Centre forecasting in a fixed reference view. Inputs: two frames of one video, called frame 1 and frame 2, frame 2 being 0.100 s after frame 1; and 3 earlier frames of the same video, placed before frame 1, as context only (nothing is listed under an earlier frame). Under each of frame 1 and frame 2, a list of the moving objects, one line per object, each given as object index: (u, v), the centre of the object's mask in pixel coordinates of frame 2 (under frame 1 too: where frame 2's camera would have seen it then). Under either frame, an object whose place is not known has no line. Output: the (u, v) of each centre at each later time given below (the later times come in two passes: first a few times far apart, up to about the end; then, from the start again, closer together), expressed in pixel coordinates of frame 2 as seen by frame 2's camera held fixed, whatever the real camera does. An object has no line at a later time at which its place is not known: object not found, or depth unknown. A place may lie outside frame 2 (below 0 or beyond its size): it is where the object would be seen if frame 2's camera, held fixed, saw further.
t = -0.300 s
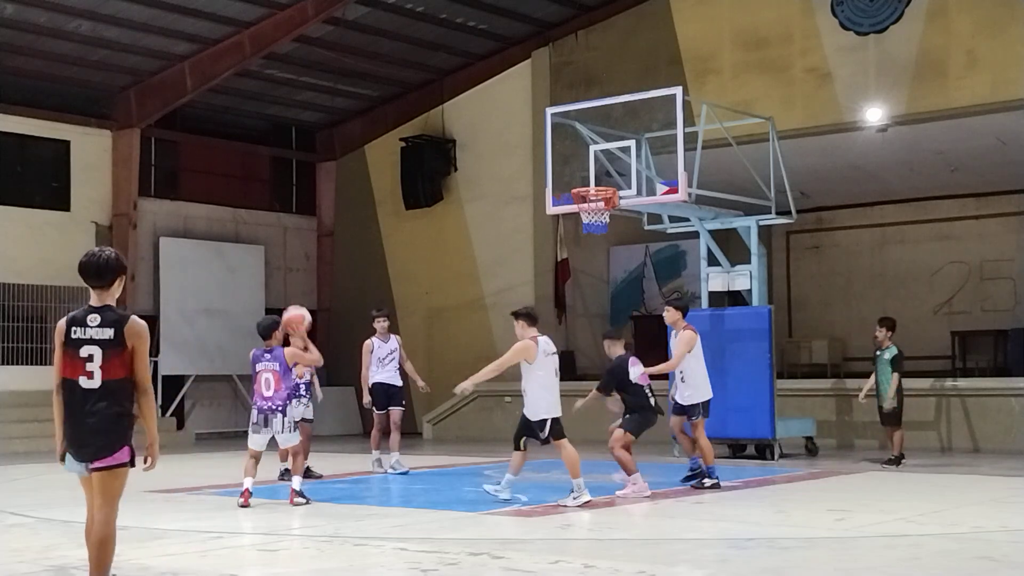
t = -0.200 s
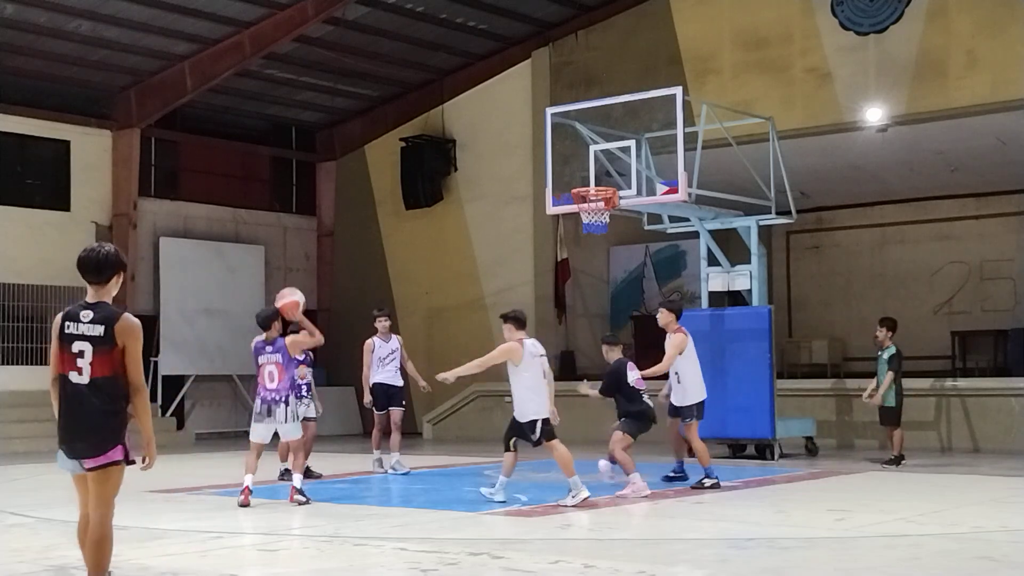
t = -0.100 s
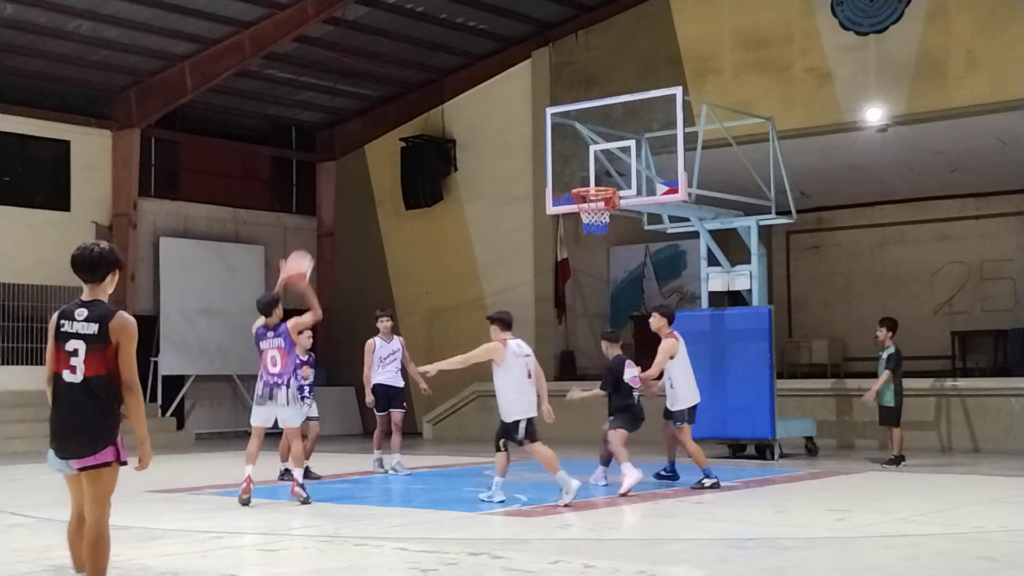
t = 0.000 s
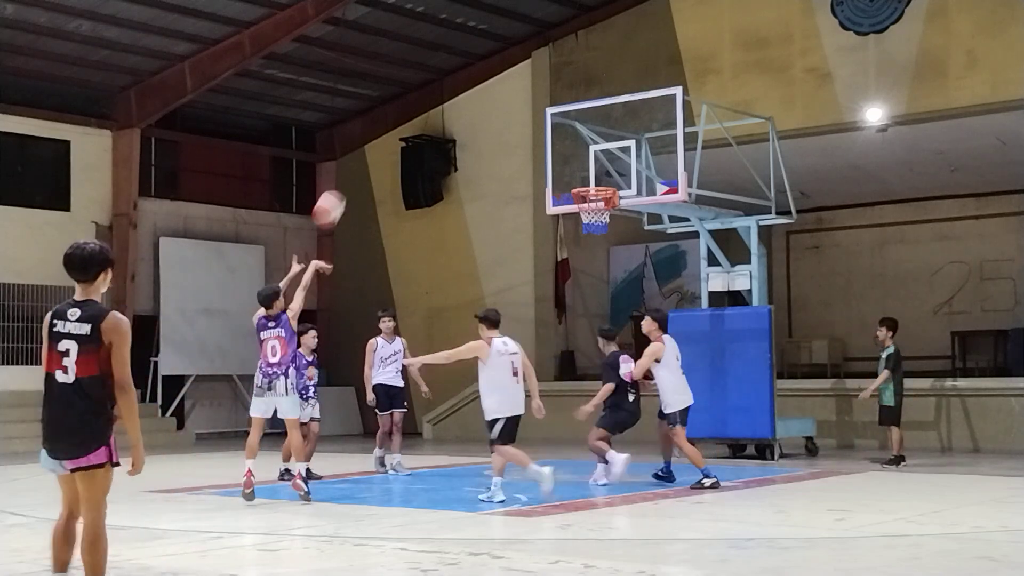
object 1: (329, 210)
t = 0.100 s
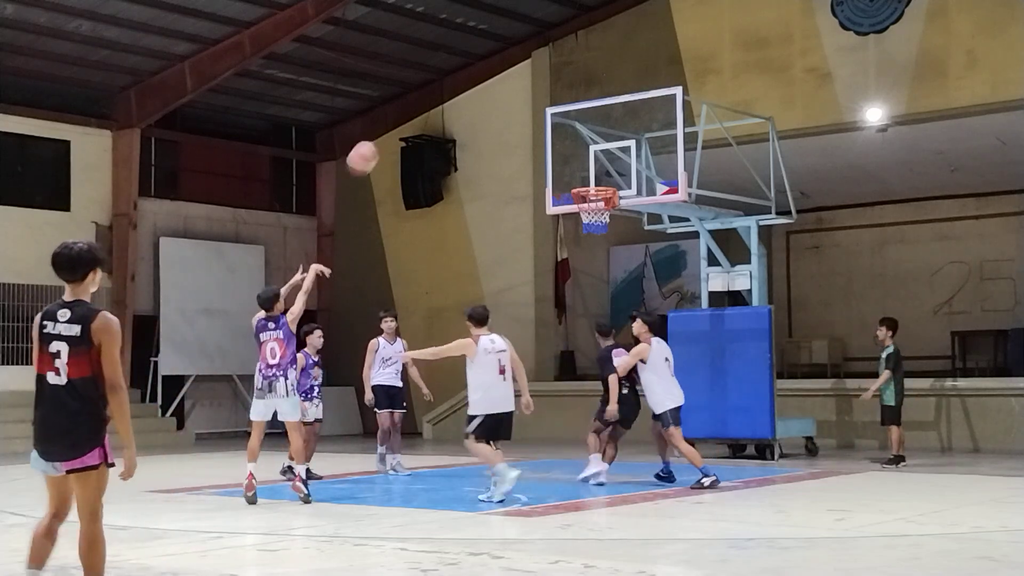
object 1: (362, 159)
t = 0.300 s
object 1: (424, 95)
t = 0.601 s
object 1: (505, 80)
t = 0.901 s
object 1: (577, 148)
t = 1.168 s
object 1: (595, 232)
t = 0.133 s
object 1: (373, 144)
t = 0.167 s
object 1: (384, 132)
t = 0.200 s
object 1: (394, 120)
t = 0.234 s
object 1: (404, 110)
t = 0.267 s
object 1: (414, 102)
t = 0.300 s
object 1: (424, 95)
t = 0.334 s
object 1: (434, 89)
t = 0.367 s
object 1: (443, 84)
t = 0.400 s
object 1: (452, 81)
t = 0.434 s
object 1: (461, 78)
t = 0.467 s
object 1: (470, 76)
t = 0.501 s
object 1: (479, 75)
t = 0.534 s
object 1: (488, 76)
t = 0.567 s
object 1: (496, 77)
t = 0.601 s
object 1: (505, 80)
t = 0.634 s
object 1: (514, 84)
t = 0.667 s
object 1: (521, 89)
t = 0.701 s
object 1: (531, 94)
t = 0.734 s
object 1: (538, 99)
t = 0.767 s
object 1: (546, 107)
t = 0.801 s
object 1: (554, 118)
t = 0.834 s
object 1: (562, 127)
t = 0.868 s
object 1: (569, 137)
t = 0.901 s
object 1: (577, 148)
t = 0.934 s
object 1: (583, 159)
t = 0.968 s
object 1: (592, 172)
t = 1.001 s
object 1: (602, 181)
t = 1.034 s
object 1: (605, 199)
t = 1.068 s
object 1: (604, 204)
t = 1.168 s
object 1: (595, 232)
